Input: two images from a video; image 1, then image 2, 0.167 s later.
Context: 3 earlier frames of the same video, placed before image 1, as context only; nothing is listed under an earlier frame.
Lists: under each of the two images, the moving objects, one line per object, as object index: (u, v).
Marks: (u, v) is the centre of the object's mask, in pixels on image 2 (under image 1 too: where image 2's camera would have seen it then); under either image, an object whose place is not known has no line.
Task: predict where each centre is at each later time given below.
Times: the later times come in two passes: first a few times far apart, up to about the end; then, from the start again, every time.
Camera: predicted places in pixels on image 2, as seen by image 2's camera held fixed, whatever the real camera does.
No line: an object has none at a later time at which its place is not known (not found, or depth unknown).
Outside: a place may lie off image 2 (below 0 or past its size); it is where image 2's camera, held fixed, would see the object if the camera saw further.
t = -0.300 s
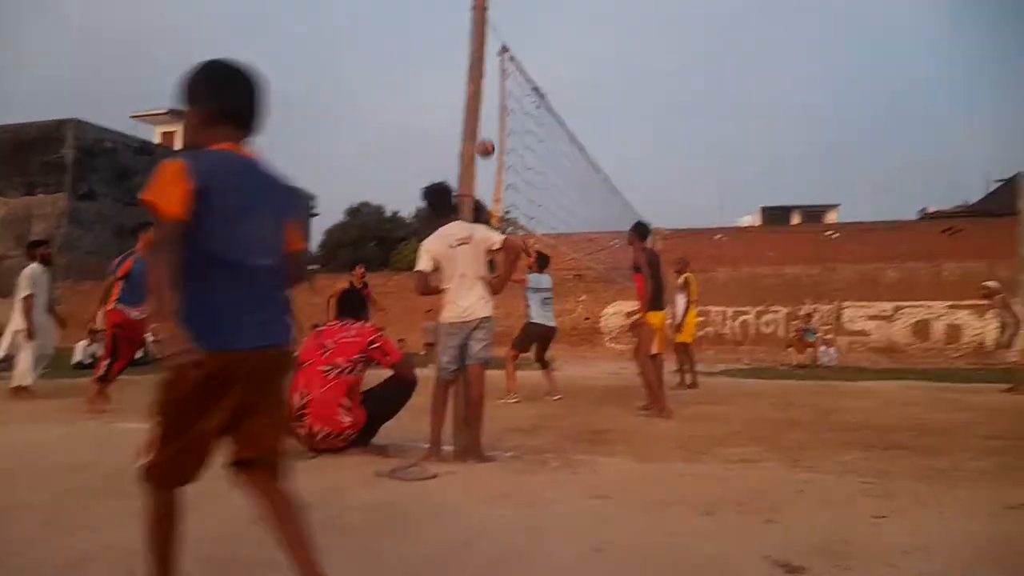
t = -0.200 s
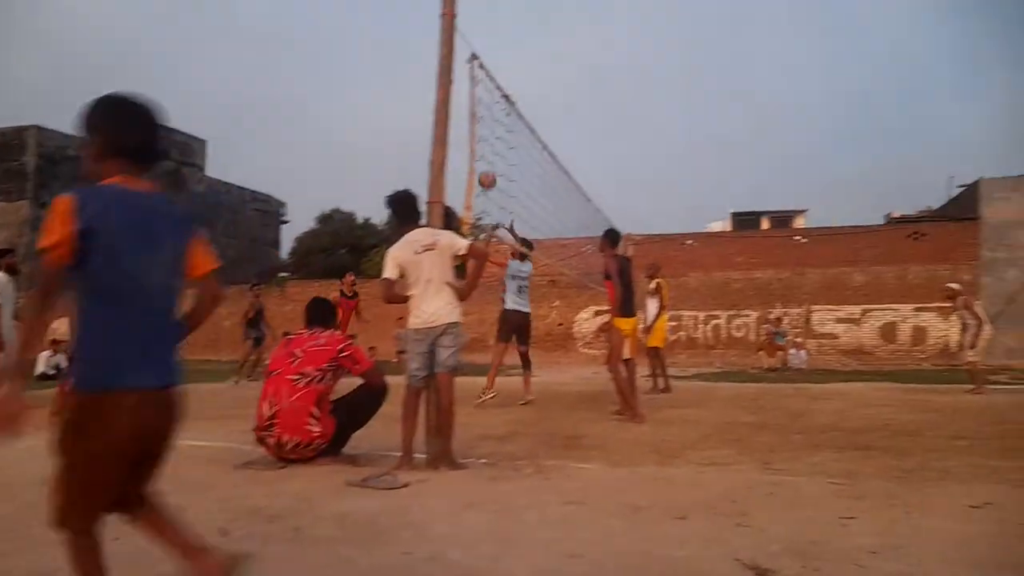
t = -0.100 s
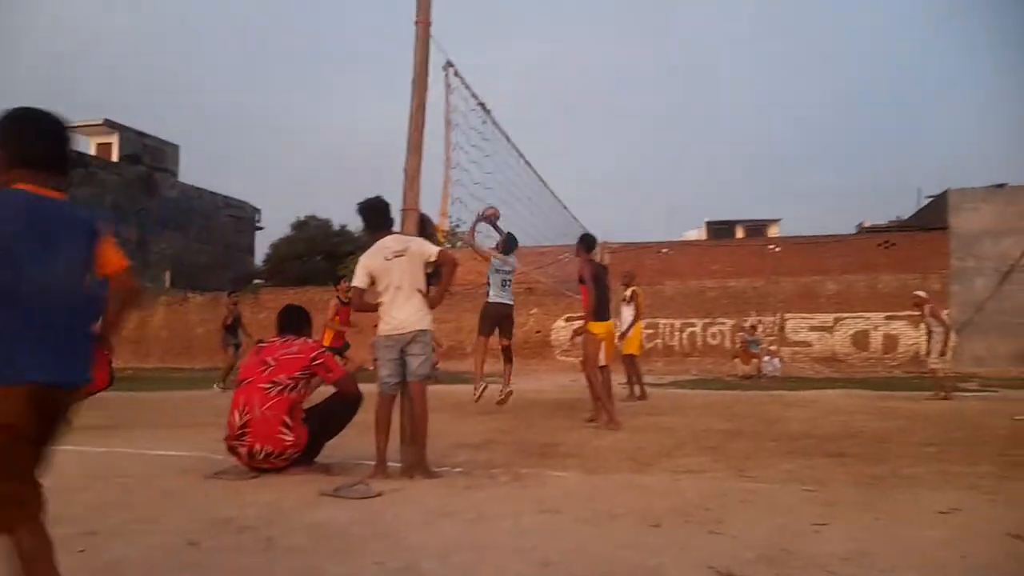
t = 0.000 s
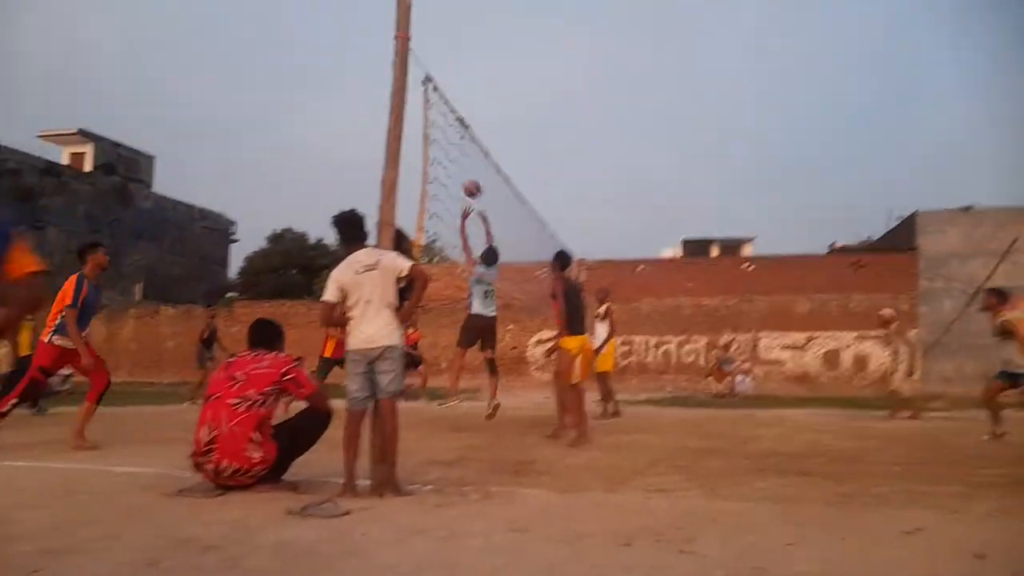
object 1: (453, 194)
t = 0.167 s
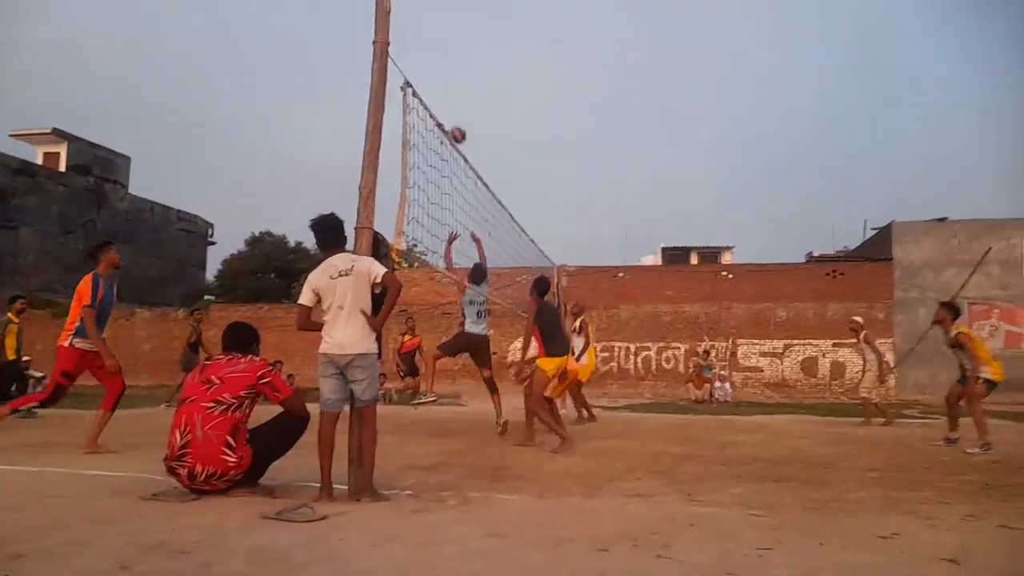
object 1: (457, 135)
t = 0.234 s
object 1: (459, 117)
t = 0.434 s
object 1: (465, 91)
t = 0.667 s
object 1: (471, 98)
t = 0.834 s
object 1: (473, 129)
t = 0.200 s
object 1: (458, 126)
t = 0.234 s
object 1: (459, 117)
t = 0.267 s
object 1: (461, 110)
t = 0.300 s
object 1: (462, 104)
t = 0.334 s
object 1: (463, 99)
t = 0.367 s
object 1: (464, 95)
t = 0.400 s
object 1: (465, 93)
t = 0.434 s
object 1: (465, 91)
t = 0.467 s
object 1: (466, 89)
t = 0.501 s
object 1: (467, 89)
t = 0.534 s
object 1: (467, 90)
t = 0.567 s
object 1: (466, 91)
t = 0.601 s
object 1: (468, 93)
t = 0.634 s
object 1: (470, 95)
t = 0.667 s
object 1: (471, 98)
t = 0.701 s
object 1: (471, 103)
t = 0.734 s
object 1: (471, 108)
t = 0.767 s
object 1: (472, 114)
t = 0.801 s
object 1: (473, 120)
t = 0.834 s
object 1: (473, 129)
